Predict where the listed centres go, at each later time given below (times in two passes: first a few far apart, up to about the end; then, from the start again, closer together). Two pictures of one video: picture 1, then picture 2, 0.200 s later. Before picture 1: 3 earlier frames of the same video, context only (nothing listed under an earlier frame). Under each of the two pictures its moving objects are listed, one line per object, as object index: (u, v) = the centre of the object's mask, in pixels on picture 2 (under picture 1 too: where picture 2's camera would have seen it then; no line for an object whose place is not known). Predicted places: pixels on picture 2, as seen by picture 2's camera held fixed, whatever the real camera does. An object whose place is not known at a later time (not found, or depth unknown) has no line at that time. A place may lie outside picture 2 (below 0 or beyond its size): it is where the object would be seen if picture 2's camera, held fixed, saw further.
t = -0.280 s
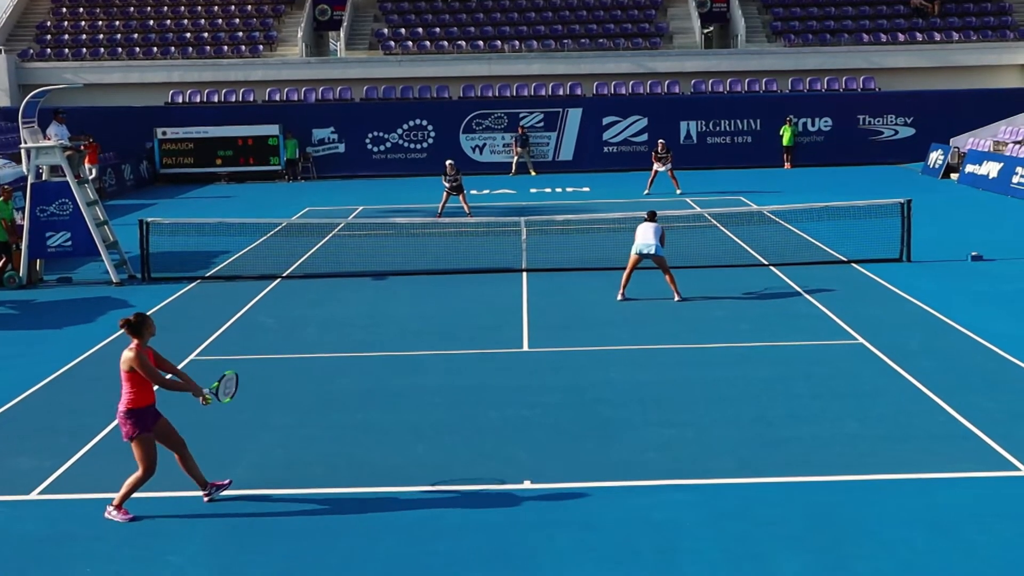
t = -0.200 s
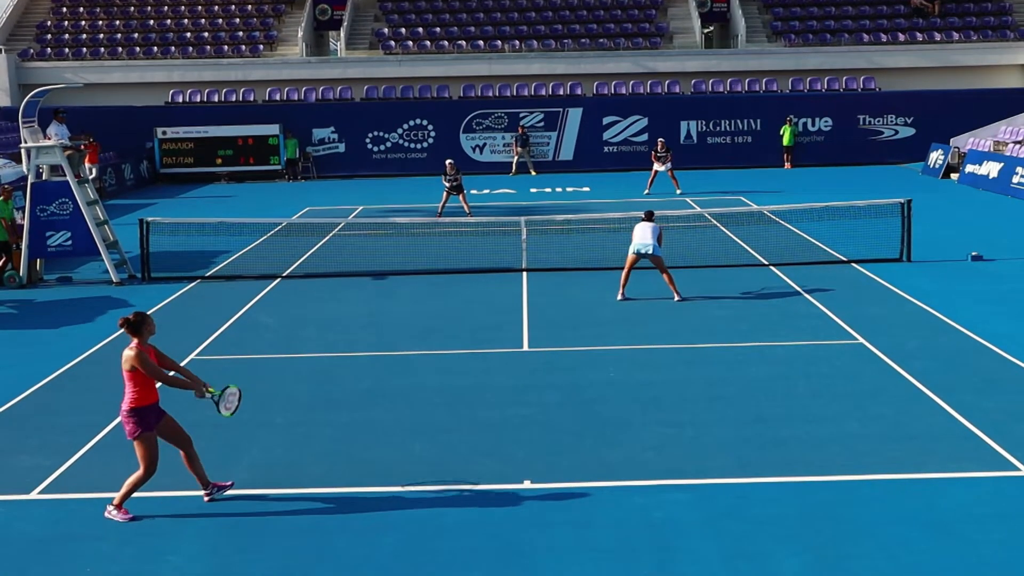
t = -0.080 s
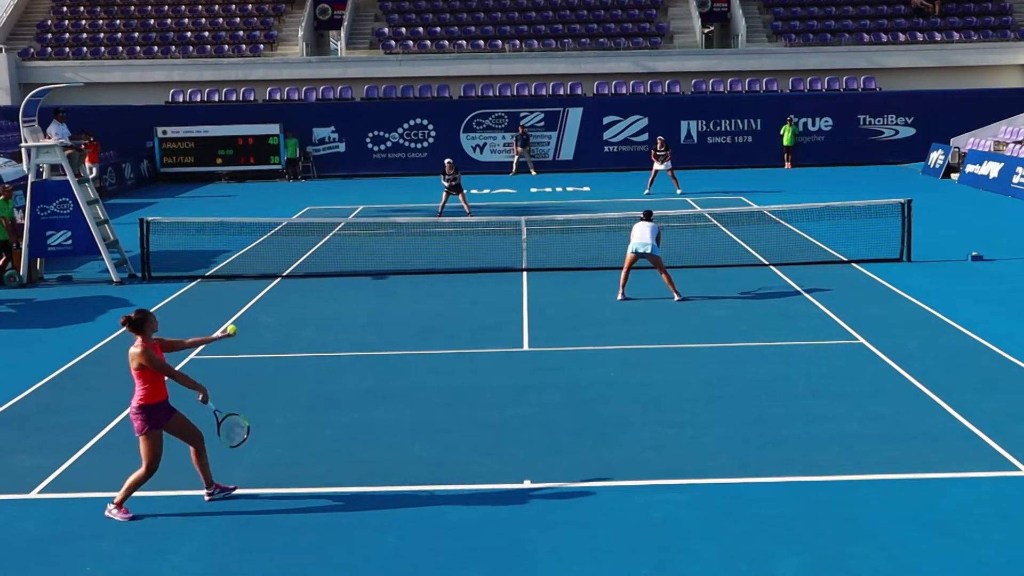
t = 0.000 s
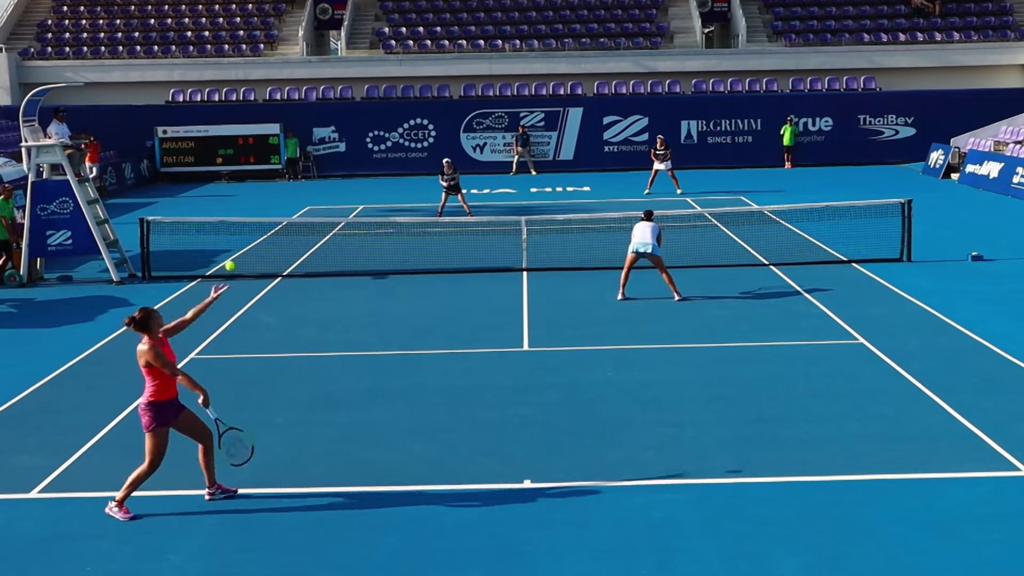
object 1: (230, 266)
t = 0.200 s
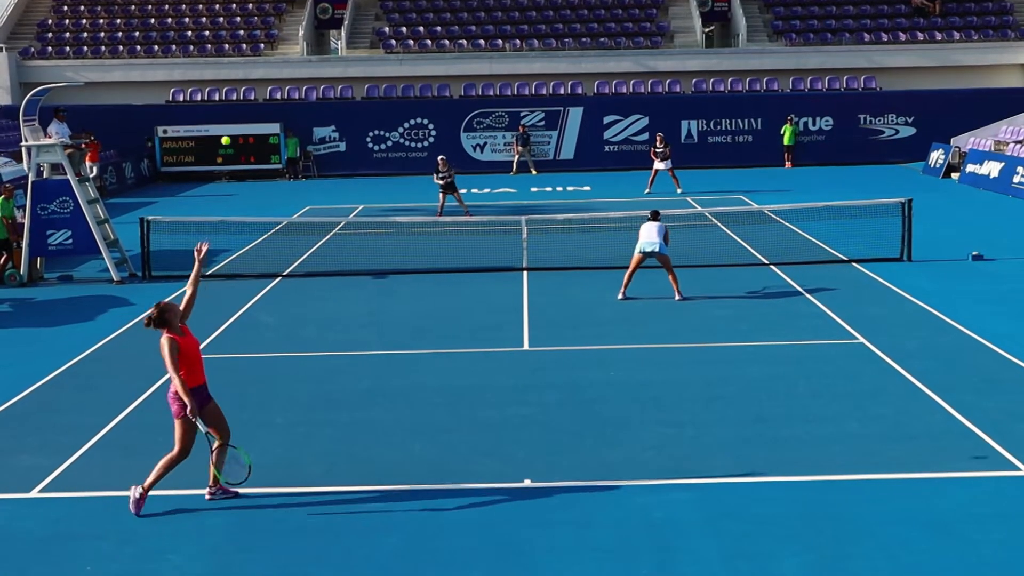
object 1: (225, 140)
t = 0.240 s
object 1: (225, 121)
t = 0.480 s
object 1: (222, 49)
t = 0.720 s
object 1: (223, 48)
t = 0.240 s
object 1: (225, 121)
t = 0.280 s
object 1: (224, 105)
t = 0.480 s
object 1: (222, 49)
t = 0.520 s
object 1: (222, 44)
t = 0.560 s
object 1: (222, 41)
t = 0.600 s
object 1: (222, 40)
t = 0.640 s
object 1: (222, 40)
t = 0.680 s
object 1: (222, 44)
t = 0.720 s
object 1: (223, 48)
